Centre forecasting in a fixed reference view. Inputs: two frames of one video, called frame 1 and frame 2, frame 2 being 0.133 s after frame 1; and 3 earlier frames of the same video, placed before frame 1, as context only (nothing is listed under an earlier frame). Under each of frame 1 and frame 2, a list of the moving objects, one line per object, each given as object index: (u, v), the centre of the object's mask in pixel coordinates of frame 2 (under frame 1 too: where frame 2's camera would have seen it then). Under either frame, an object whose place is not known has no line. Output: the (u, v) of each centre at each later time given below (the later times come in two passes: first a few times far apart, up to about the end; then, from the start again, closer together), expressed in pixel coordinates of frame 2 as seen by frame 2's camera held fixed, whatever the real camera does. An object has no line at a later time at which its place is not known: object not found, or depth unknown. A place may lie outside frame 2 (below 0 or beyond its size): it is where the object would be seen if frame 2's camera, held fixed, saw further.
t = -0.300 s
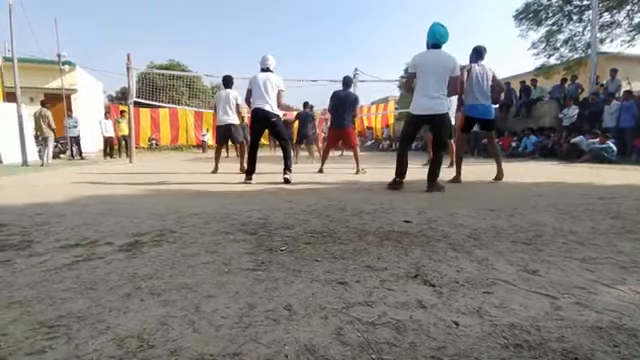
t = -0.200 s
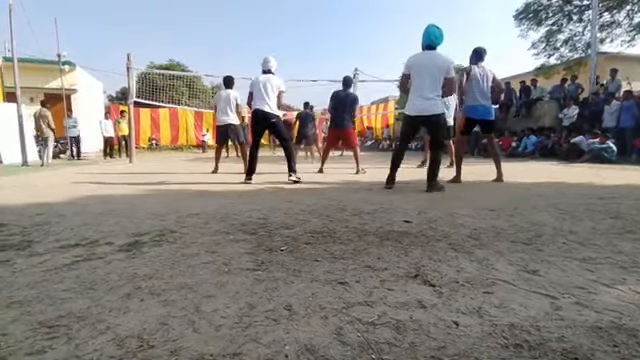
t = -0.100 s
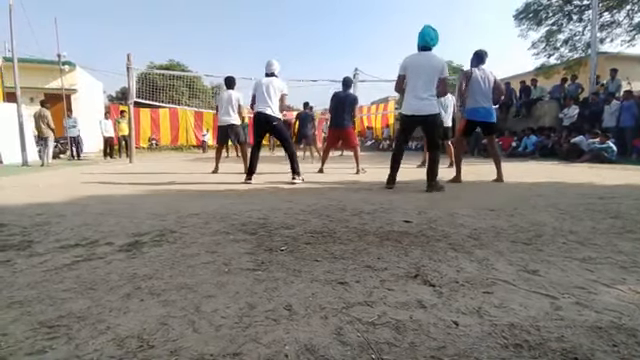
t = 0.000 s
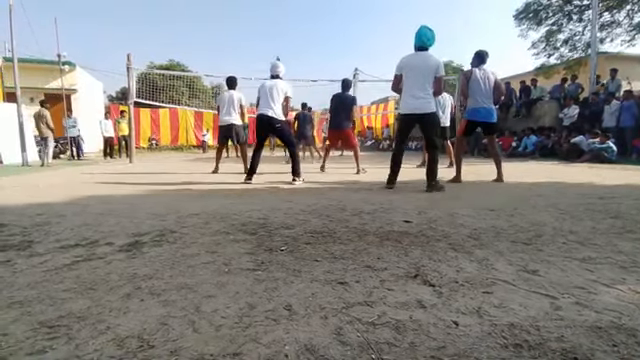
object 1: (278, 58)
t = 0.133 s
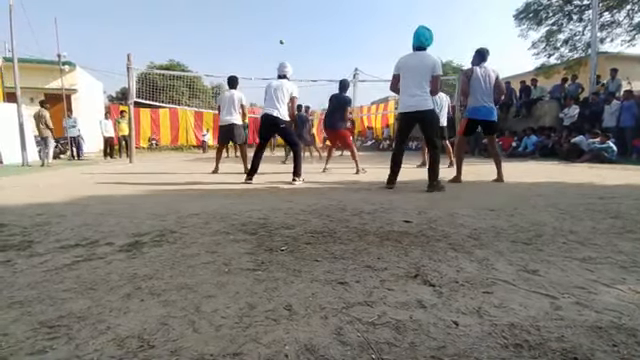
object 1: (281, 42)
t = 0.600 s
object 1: (296, 12)
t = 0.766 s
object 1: (305, 24)
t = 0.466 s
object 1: (291, 14)
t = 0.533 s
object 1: (294, 12)
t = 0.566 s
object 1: (295, 12)
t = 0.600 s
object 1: (296, 12)
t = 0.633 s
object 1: (298, 13)
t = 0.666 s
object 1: (300, 14)
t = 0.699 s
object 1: (301, 17)
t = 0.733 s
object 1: (303, 20)
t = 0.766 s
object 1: (305, 24)
